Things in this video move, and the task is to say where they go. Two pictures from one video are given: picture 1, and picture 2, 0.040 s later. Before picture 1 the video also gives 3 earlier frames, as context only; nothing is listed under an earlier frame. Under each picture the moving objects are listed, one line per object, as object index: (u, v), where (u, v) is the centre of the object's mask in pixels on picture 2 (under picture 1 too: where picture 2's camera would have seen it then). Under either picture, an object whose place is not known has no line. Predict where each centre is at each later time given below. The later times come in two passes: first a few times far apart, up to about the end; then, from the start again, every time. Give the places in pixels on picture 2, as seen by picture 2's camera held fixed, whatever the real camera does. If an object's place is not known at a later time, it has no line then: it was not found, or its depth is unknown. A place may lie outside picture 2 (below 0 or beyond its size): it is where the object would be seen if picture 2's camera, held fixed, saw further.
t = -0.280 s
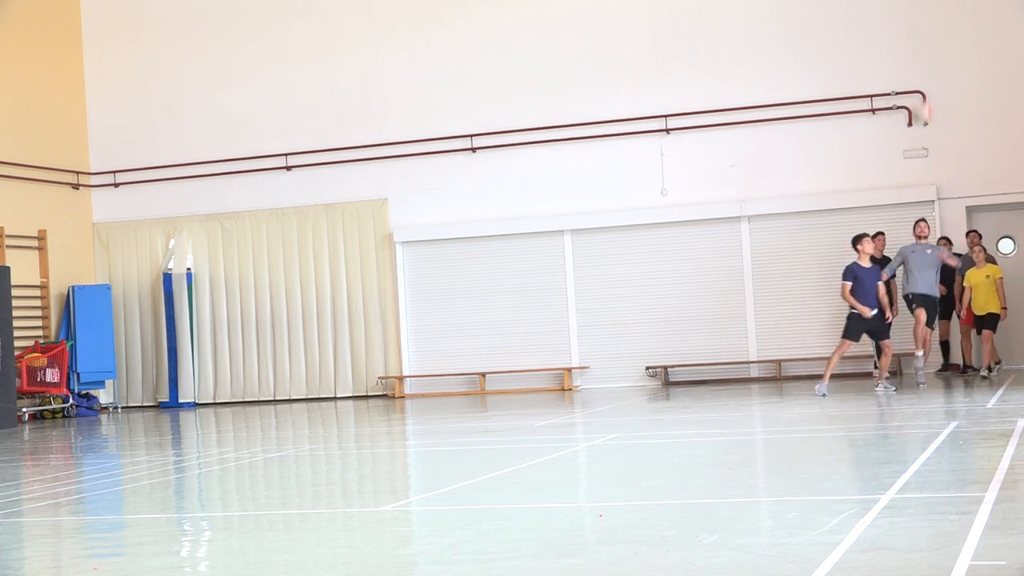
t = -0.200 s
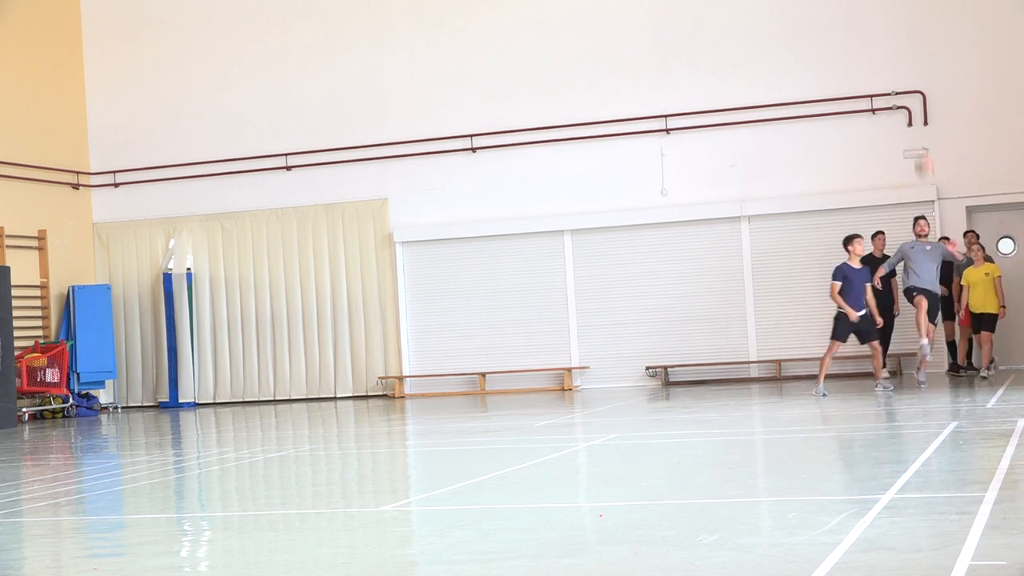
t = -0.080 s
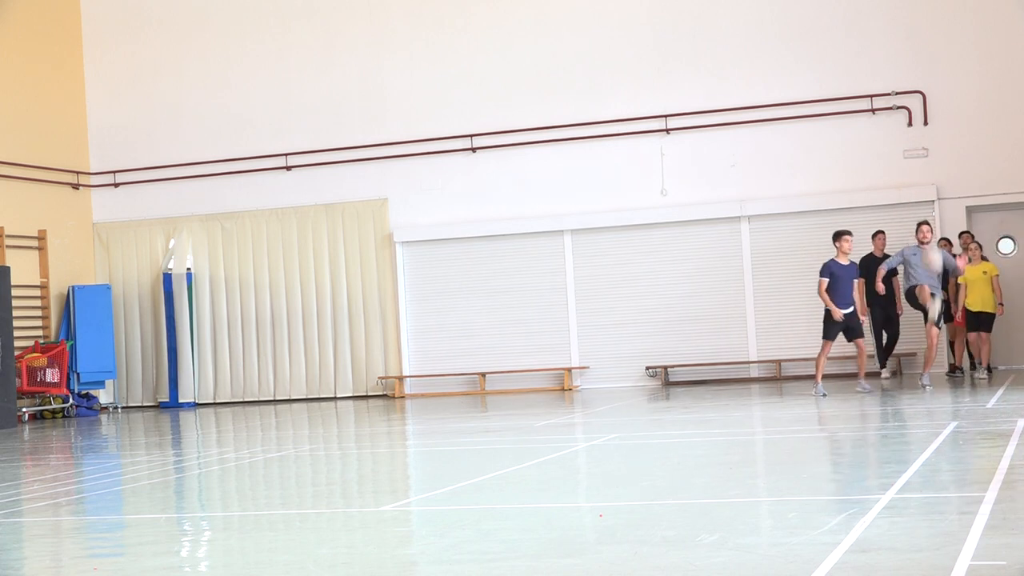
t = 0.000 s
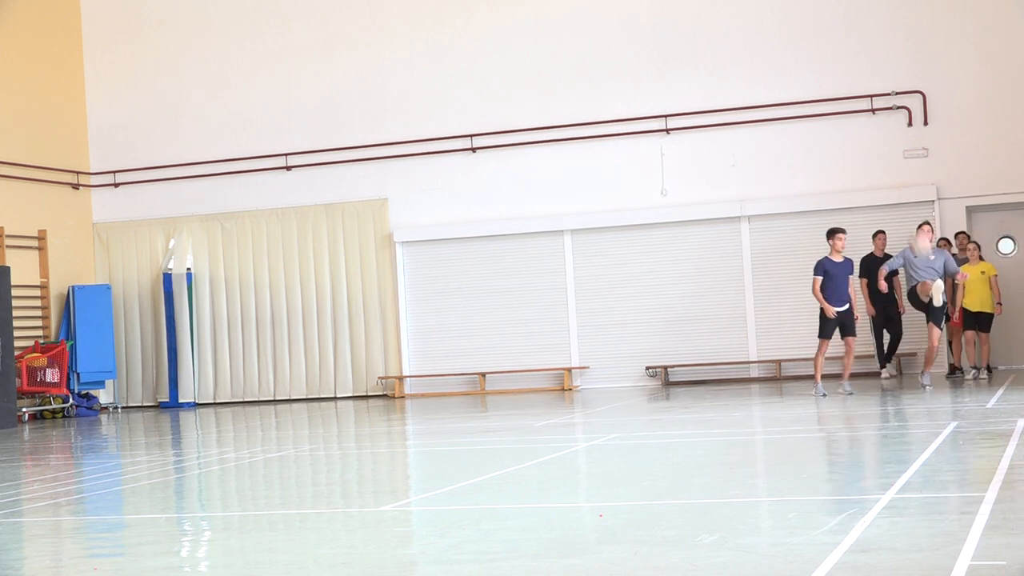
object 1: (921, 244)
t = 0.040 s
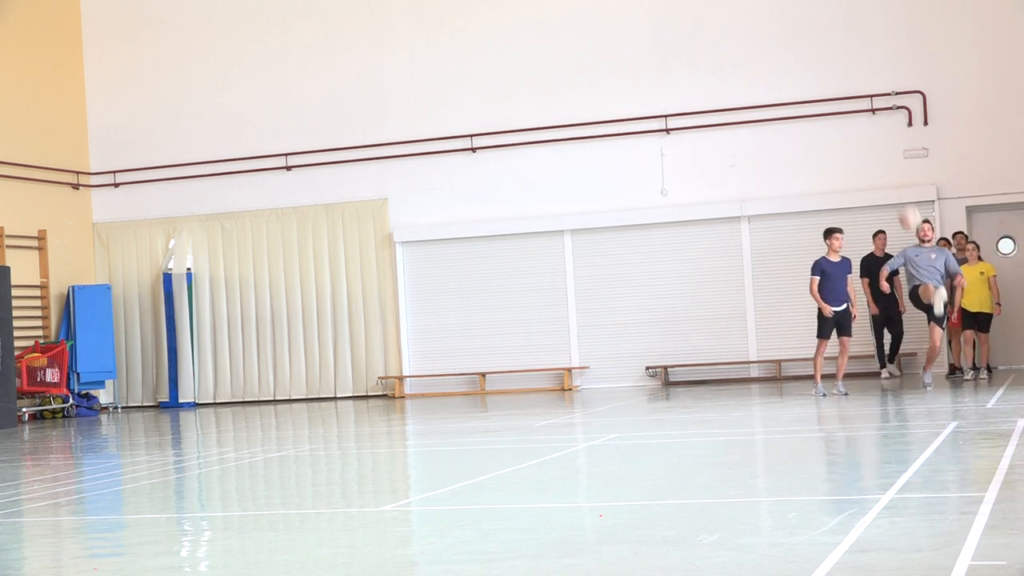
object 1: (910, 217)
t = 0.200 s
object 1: (868, 130)
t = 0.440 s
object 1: (813, 46)
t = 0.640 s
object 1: (769, 21)
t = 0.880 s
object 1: (719, 41)
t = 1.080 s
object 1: (680, 101)
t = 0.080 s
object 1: (899, 195)
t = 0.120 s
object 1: (886, 171)
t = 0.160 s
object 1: (877, 150)
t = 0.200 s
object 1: (868, 130)
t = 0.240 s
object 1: (861, 111)
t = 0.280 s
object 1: (850, 95)
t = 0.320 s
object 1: (842, 81)
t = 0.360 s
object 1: (831, 68)
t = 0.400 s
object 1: (822, 56)
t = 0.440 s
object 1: (813, 46)
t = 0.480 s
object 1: (803, 38)
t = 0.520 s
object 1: (795, 31)
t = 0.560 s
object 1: (786, 26)
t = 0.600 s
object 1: (777, 22)
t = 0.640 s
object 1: (769, 21)
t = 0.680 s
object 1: (760, 20)
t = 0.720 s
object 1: (752, 21)
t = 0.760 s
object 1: (743, 24)
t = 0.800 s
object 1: (735, 27)
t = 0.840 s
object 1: (727, 33)
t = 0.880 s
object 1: (719, 41)
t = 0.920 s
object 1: (711, 50)
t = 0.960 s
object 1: (703, 60)
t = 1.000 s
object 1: (696, 72)
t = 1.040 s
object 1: (688, 86)
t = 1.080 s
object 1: (680, 101)
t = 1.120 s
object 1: (674, 120)
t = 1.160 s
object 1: (668, 136)
